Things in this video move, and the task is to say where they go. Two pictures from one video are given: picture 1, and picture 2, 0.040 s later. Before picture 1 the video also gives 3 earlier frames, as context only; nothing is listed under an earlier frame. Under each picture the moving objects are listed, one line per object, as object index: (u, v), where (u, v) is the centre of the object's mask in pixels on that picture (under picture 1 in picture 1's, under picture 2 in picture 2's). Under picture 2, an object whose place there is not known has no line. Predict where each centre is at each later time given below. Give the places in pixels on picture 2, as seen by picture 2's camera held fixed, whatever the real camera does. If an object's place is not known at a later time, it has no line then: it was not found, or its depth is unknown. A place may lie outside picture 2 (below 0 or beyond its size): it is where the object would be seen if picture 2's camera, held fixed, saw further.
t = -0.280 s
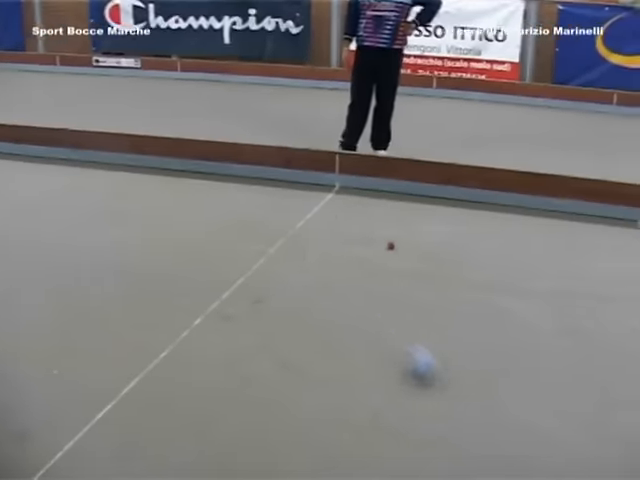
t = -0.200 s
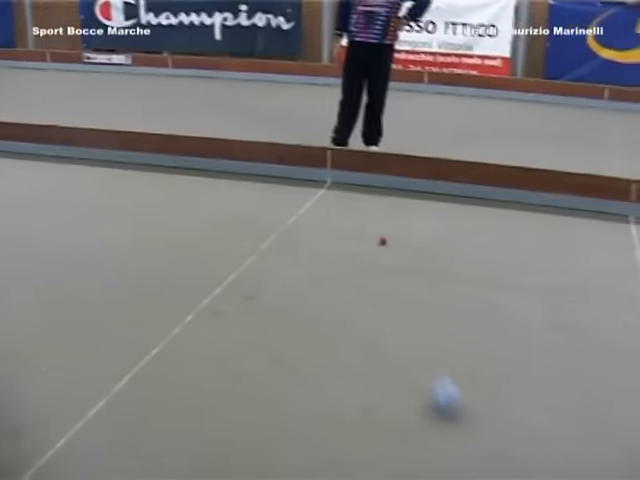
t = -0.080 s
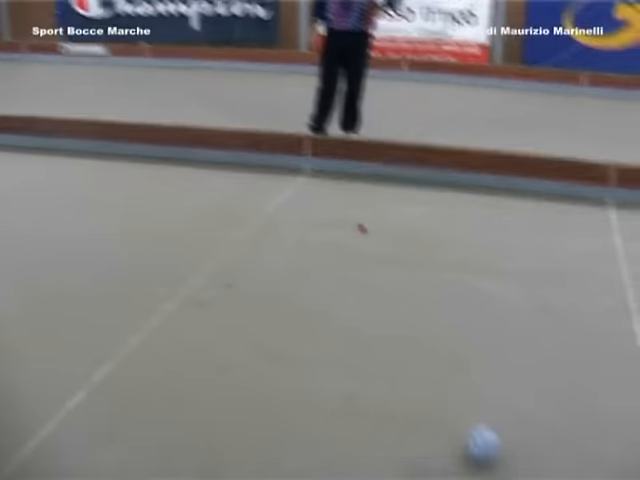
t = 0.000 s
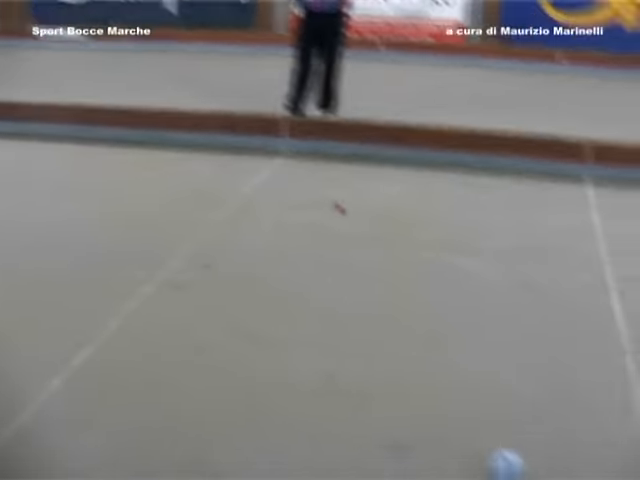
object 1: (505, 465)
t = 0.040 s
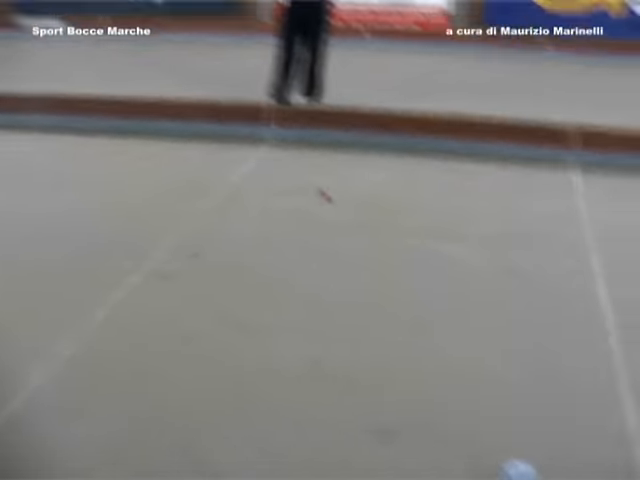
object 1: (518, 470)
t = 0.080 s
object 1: (544, 492)
